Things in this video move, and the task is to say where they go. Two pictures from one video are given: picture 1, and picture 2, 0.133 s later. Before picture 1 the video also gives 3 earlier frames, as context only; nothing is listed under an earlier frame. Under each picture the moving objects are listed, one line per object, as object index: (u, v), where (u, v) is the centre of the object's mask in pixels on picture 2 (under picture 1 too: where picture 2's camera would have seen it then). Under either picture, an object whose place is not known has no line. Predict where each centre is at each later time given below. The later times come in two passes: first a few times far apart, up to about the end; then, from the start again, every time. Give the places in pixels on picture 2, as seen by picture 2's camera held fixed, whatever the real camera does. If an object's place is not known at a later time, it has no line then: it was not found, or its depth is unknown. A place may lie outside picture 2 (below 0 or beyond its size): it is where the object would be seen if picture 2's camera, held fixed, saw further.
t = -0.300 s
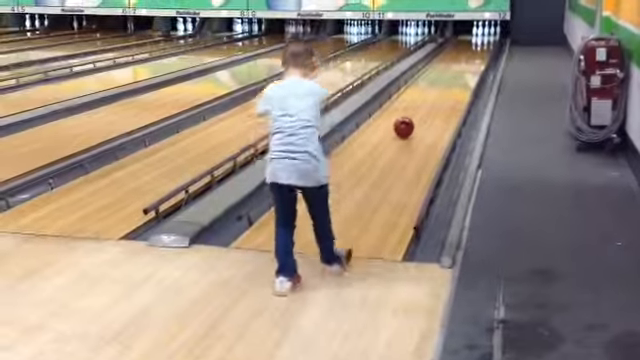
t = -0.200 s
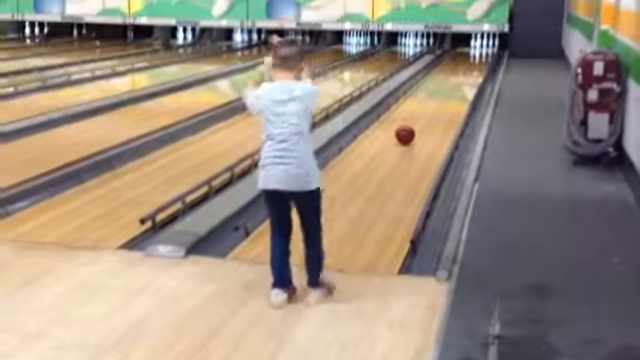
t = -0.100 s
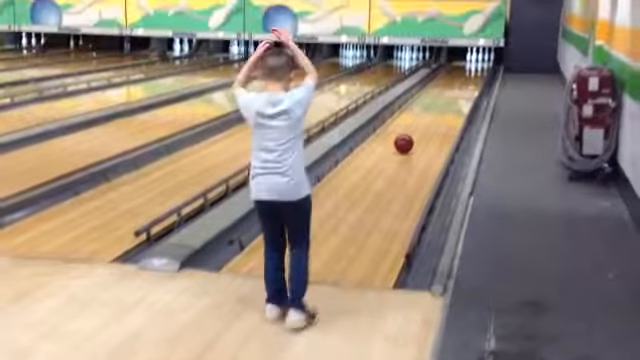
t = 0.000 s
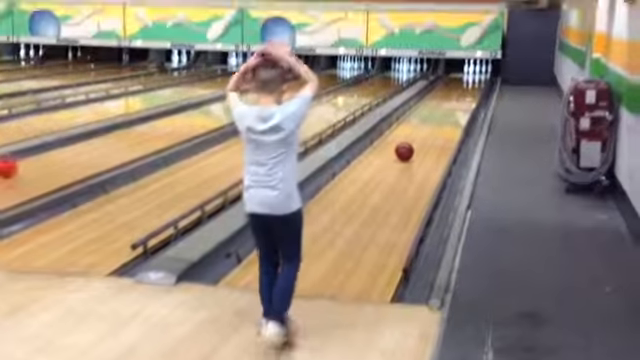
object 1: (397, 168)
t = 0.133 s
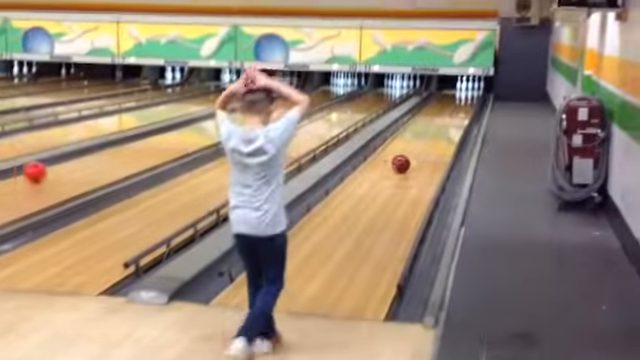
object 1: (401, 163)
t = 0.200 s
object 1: (403, 161)
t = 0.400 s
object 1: (408, 154)
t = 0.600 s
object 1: (412, 147)
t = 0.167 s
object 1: (402, 162)
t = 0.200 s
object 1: (403, 161)
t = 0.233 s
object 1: (403, 159)
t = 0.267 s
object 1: (405, 158)
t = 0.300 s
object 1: (405, 157)
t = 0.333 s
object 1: (406, 156)
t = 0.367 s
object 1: (407, 155)
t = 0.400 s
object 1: (408, 154)
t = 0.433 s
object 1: (408, 153)
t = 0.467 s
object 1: (409, 151)
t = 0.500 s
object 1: (411, 150)
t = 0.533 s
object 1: (411, 149)
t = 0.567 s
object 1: (411, 148)
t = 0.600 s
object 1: (412, 147)
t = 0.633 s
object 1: (412, 147)
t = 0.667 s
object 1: (413, 146)
